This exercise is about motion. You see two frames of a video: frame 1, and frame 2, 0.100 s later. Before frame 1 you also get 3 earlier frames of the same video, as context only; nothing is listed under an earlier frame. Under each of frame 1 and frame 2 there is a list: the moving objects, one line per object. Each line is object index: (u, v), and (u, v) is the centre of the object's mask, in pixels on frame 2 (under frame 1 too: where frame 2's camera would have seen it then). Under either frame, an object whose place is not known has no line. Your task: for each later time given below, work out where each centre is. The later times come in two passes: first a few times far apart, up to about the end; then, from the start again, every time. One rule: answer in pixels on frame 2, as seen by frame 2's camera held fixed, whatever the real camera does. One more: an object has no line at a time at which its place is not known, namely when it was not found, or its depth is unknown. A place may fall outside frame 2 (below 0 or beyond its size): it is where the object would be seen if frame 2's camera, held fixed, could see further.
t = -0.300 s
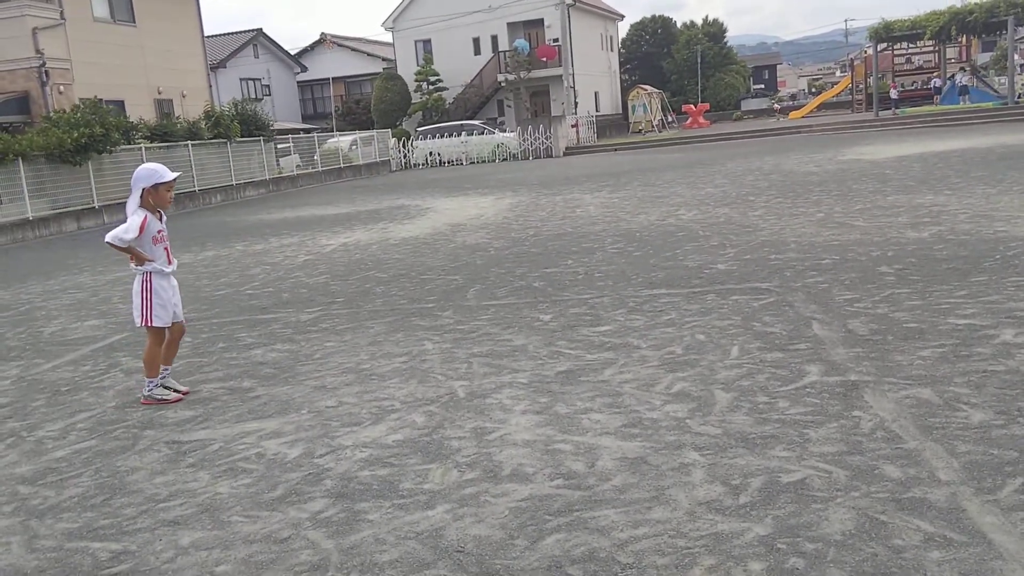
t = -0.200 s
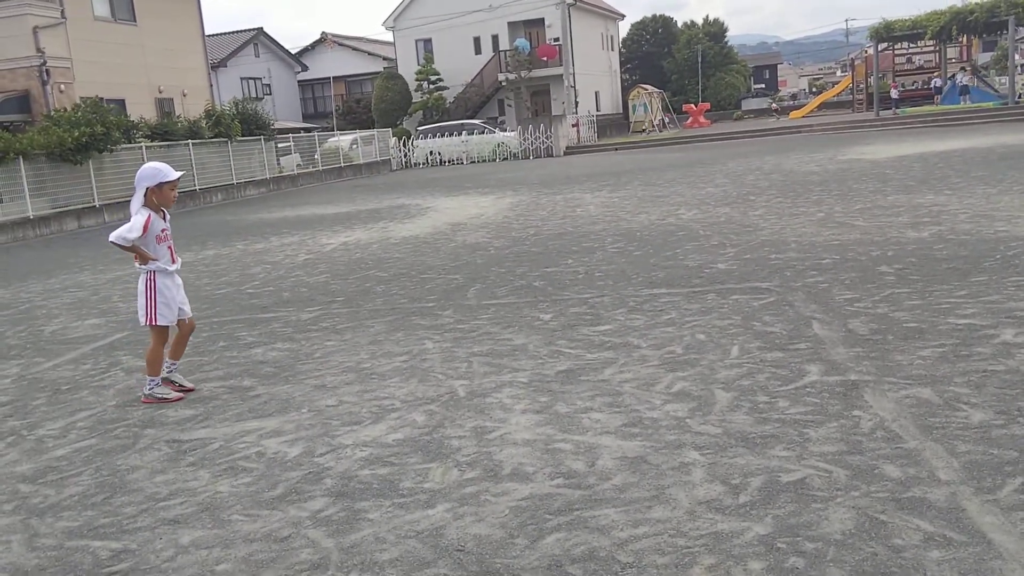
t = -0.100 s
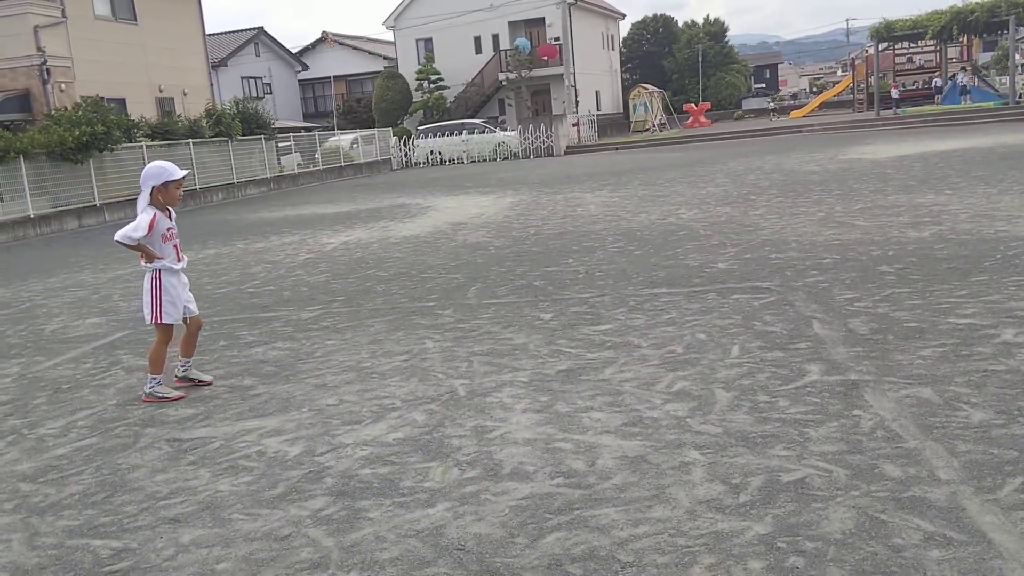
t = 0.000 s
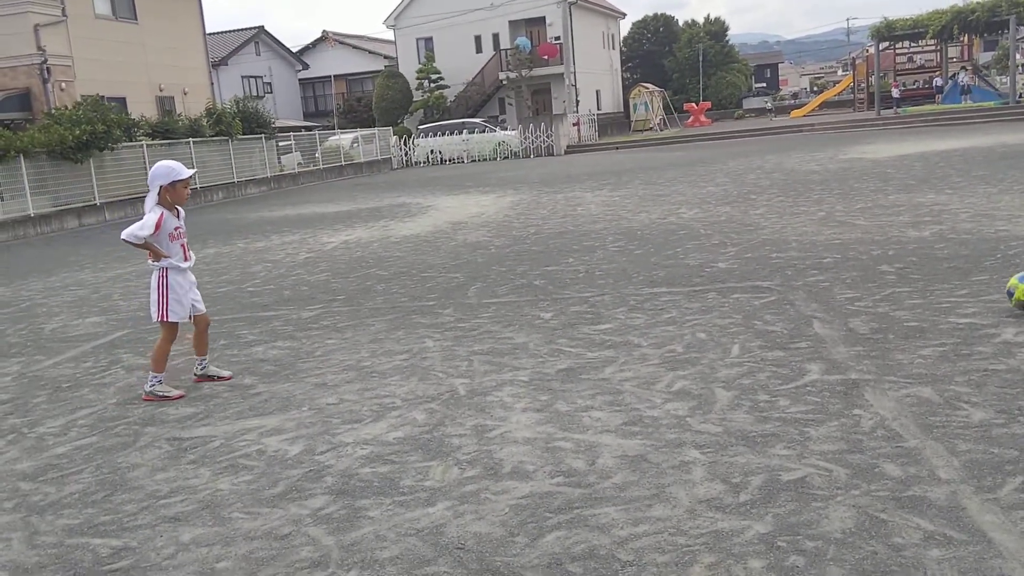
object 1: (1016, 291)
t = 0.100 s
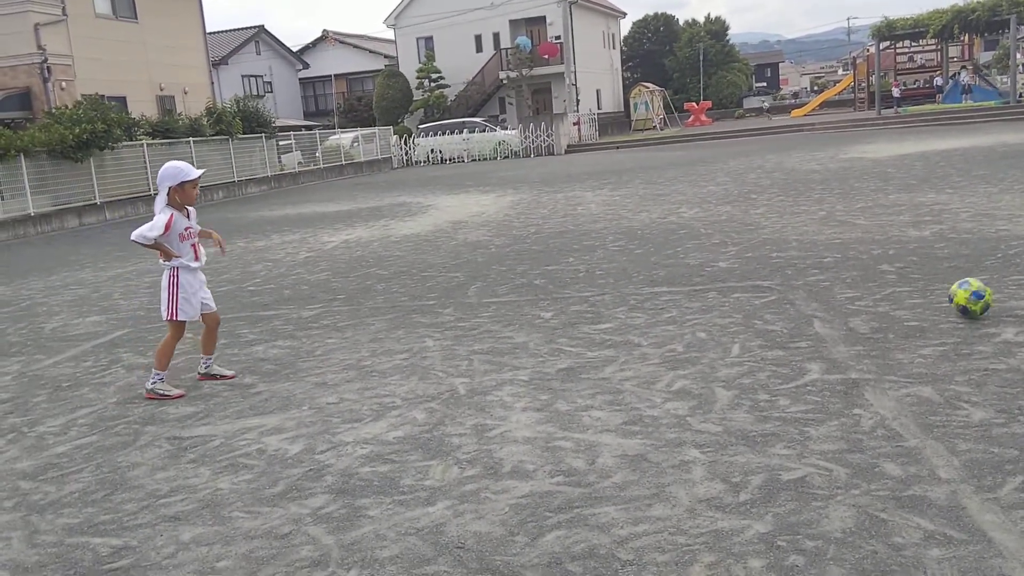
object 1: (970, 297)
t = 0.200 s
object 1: (912, 300)
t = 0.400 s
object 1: (797, 313)
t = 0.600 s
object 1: (684, 324)
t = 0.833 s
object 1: (558, 335)
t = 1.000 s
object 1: (472, 342)
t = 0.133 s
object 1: (951, 301)
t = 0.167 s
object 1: (932, 300)
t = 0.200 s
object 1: (912, 300)
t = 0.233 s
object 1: (893, 302)
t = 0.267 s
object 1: (874, 307)
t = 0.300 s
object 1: (855, 309)
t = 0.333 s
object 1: (836, 310)
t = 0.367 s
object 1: (816, 313)
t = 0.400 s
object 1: (797, 313)
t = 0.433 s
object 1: (778, 313)
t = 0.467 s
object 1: (759, 315)
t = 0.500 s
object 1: (740, 320)
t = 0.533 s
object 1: (721, 321)
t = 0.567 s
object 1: (702, 323)
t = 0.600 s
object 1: (684, 324)
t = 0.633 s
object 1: (665, 326)
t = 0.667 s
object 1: (647, 327)
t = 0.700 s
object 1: (629, 328)
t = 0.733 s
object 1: (611, 330)
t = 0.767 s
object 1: (594, 332)
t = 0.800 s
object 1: (575, 332)
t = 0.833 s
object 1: (558, 335)
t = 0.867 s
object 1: (541, 336)
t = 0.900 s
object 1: (523, 338)
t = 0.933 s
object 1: (507, 338)
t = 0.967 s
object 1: (489, 339)
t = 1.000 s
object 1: (472, 342)
